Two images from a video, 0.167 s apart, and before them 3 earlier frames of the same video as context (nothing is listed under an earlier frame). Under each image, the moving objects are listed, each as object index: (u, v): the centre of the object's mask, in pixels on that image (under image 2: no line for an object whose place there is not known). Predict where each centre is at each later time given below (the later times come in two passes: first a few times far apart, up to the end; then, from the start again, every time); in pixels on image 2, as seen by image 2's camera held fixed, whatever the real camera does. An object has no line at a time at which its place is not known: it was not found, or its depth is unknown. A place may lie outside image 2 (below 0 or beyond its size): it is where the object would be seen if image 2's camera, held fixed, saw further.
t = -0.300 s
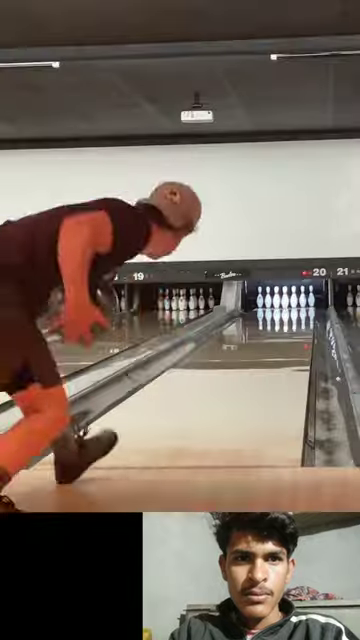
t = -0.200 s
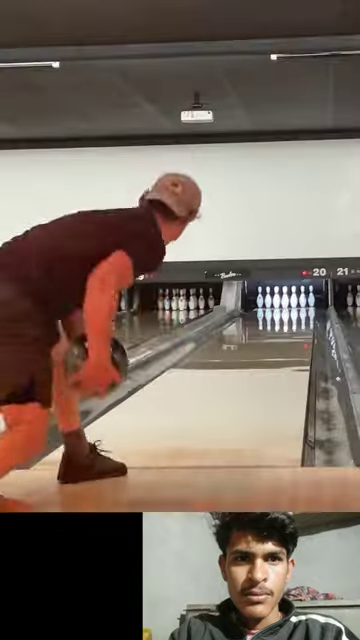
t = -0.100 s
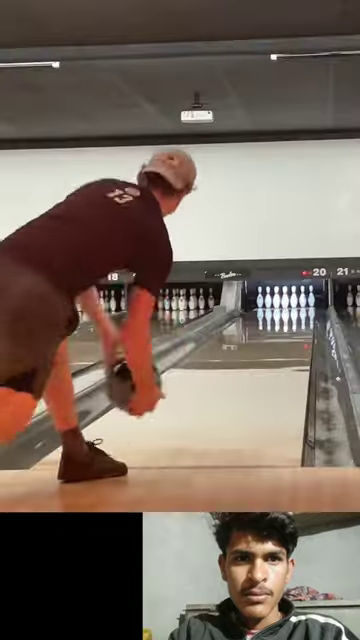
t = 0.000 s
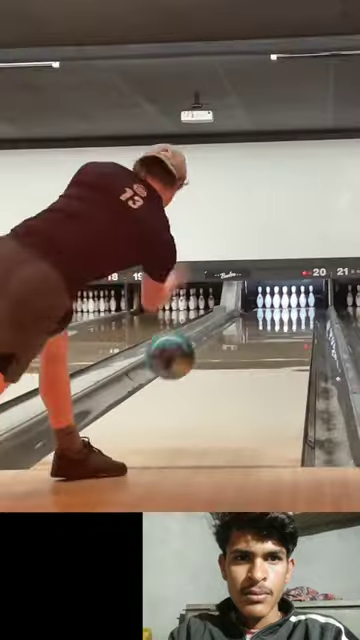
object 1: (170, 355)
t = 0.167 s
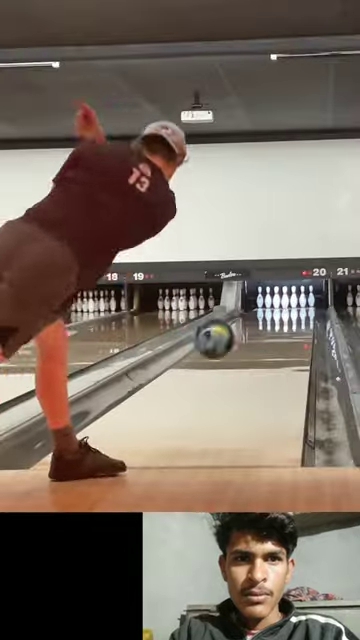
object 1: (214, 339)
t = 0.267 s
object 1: (233, 353)
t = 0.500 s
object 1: (268, 359)
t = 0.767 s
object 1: (292, 343)
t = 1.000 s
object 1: (307, 331)
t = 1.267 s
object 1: (318, 322)
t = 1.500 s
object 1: (319, 319)
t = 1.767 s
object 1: (312, 311)
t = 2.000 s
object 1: (302, 309)
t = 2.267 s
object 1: (291, 305)
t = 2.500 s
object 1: (283, 303)
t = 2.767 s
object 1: (273, 302)
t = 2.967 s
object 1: (269, 303)
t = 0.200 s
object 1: (220, 341)
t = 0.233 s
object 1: (227, 346)
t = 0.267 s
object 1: (233, 353)
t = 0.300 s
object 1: (239, 362)
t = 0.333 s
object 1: (245, 371)
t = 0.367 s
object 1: (250, 369)
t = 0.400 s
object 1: (255, 365)
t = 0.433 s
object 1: (259, 364)
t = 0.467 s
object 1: (263, 361)
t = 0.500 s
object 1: (268, 359)
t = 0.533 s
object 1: (271, 356)
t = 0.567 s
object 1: (274, 355)
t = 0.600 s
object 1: (278, 352)
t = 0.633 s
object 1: (281, 350)
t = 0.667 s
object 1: (284, 348)
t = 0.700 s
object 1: (288, 346)
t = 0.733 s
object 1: (290, 345)
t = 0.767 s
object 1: (292, 343)
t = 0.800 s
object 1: (294, 341)
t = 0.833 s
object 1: (297, 339)
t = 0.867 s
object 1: (299, 338)
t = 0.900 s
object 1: (301, 336)
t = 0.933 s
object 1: (302, 334)
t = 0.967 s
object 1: (305, 332)
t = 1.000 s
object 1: (307, 331)
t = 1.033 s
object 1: (308, 330)
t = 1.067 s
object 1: (309, 329)
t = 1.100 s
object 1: (311, 328)
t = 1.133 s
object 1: (312, 328)
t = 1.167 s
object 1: (314, 327)
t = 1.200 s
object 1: (315, 324)
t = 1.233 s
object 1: (316, 324)
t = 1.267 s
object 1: (318, 322)
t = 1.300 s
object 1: (319, 321)
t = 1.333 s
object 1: (321, 320)
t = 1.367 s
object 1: (321, 320)
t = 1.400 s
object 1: (322, 321)
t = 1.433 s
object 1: (322, 323)
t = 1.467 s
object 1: (321, 322)
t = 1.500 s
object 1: (319, 319)
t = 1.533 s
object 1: (319, 317)
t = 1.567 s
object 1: (318, 315)
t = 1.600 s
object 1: (316, 315)
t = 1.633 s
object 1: (316, 314)
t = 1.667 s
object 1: (316, 313)
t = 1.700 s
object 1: (314, 313)
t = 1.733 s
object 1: (313, 308)
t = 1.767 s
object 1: (312, 311)
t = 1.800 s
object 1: (310, 311)
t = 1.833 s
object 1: (309, 311)
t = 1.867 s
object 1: (308, 311)
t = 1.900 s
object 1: (307, 310)
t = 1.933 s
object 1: (305, 310)
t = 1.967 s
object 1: (304, 309)
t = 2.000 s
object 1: (302, 309)
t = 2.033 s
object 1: (301, 308)
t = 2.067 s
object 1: (299, 307)
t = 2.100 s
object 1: (297, 307)
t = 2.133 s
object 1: (296, 307)
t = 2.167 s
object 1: (294, 307)
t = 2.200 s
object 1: (293, 307)
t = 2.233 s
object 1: (293, 306)
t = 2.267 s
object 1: (291, 305)
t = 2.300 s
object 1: (289, 305)
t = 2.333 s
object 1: (288, 305)
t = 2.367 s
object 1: (287, 304)
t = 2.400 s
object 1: (285, 304)
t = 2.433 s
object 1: (285, 304)
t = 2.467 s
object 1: (284, 304)
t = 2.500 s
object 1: (283, 303)
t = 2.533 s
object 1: (283, 303)
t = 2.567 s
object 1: (280, 302)
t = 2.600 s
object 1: (278, 301)
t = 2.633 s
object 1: (277, 302)
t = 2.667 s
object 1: (275, 301)
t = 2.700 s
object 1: (276, 301)
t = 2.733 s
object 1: (274, 301)
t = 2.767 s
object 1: (273, 302)
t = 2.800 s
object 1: (272, 303)
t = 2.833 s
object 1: (271, 301)
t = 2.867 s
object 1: (272, 301)
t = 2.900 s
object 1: (272, 301)
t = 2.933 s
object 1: (272, 302)
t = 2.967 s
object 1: (269, 303)
